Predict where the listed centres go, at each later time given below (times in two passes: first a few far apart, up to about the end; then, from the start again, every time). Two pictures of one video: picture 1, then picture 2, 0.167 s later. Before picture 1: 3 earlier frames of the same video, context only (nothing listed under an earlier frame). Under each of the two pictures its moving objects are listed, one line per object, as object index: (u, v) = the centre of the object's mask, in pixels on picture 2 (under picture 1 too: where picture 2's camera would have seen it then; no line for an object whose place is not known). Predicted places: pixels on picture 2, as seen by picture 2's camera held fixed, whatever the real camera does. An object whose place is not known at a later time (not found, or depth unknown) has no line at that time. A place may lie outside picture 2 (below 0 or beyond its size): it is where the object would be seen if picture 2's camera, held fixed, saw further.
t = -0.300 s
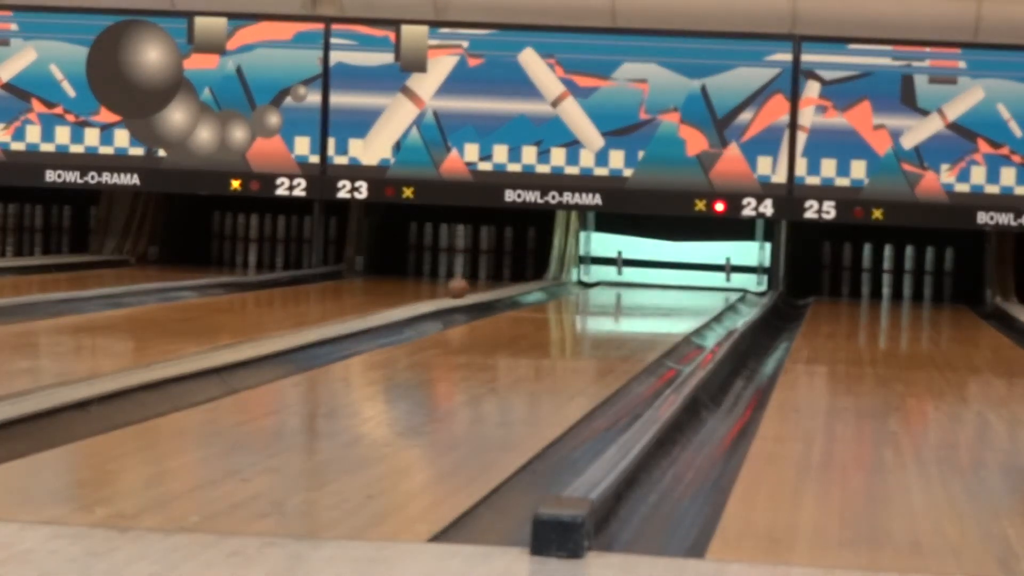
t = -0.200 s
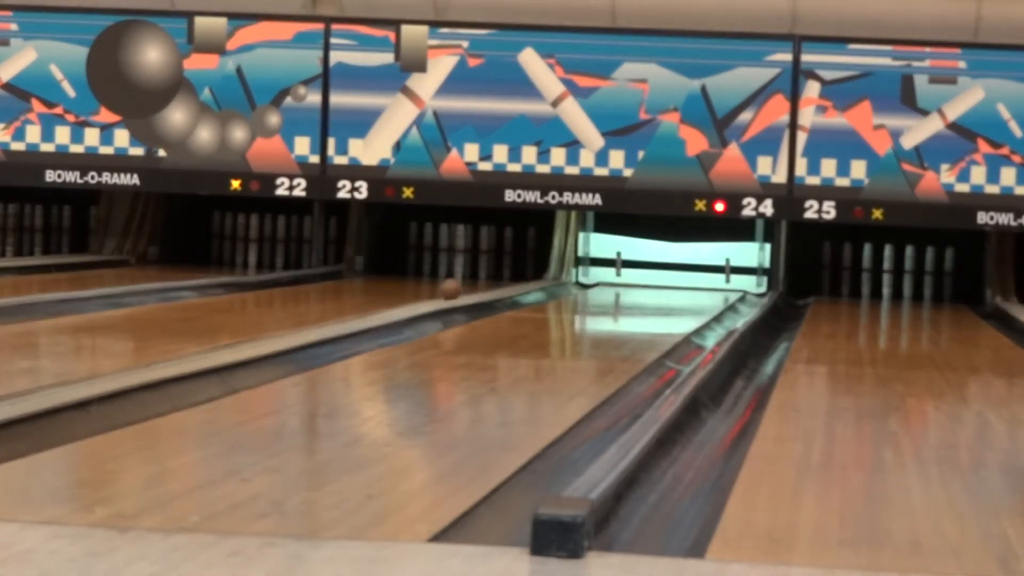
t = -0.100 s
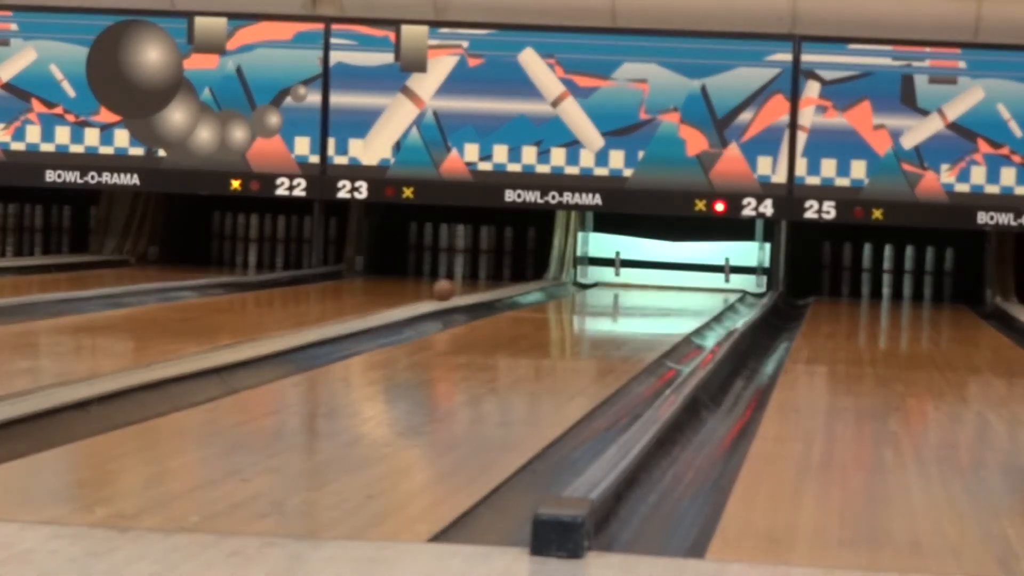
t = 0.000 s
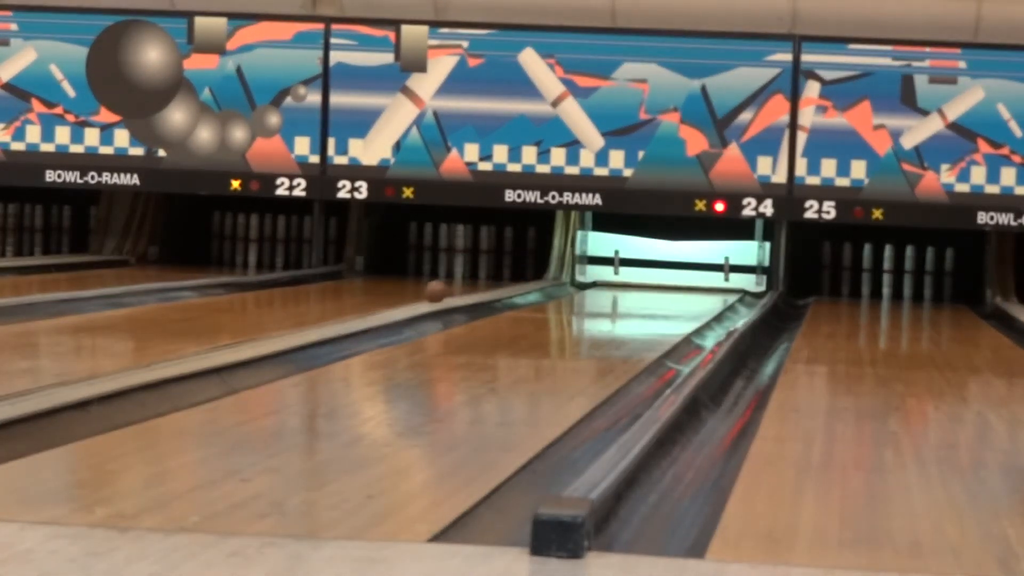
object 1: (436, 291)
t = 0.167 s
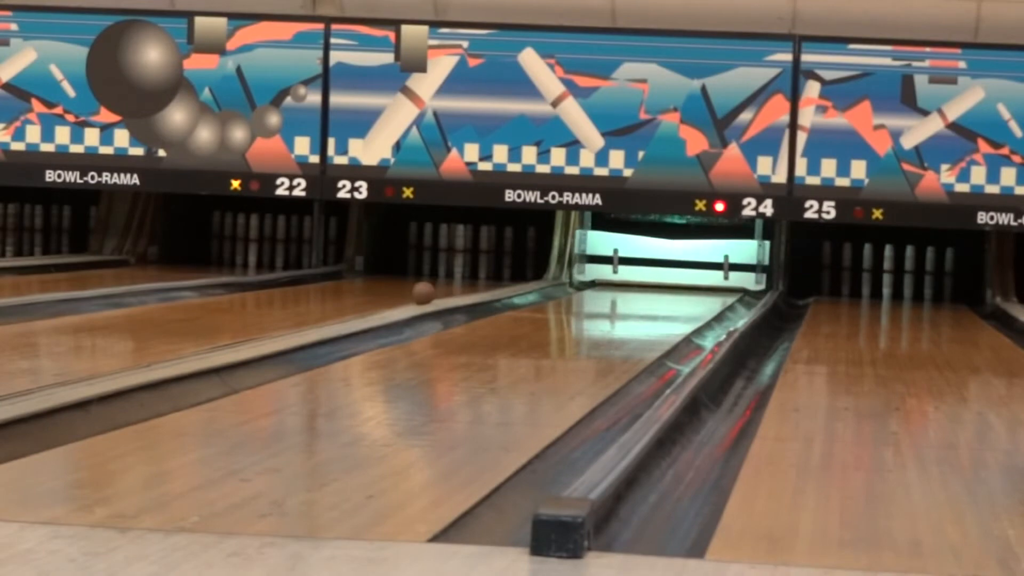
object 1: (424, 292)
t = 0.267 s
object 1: (415, 295)
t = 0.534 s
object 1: (391, 301)
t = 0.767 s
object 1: (370, 305)
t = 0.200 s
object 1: (420, 293)
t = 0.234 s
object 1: (417, 294)
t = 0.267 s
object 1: (415, 295)
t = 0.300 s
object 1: (412, 296)
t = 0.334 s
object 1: (409, 296)
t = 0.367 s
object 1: (406, 297)
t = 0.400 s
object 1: (404, 298)
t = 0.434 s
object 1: (401, 298)
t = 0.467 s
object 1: (398, 299)
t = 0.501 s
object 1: (395, 300)
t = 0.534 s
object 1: (391, 301)
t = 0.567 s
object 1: (388, 302)
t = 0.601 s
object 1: (386, 302)
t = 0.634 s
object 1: (383, 302)
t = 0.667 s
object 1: (379, 304)
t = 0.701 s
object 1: (376, 304)
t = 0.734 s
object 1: (374, 305)
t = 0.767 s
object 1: (370, 305)
